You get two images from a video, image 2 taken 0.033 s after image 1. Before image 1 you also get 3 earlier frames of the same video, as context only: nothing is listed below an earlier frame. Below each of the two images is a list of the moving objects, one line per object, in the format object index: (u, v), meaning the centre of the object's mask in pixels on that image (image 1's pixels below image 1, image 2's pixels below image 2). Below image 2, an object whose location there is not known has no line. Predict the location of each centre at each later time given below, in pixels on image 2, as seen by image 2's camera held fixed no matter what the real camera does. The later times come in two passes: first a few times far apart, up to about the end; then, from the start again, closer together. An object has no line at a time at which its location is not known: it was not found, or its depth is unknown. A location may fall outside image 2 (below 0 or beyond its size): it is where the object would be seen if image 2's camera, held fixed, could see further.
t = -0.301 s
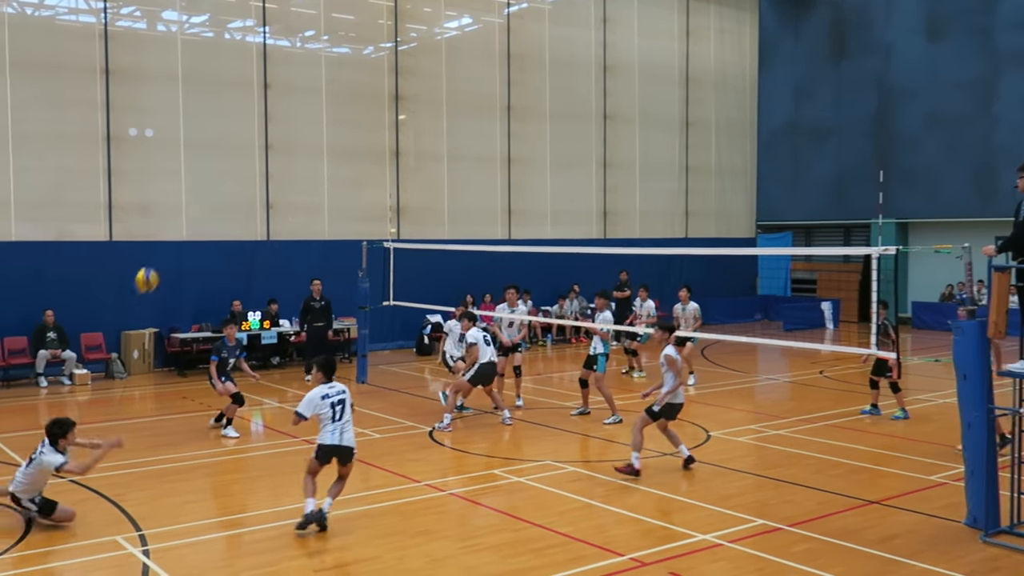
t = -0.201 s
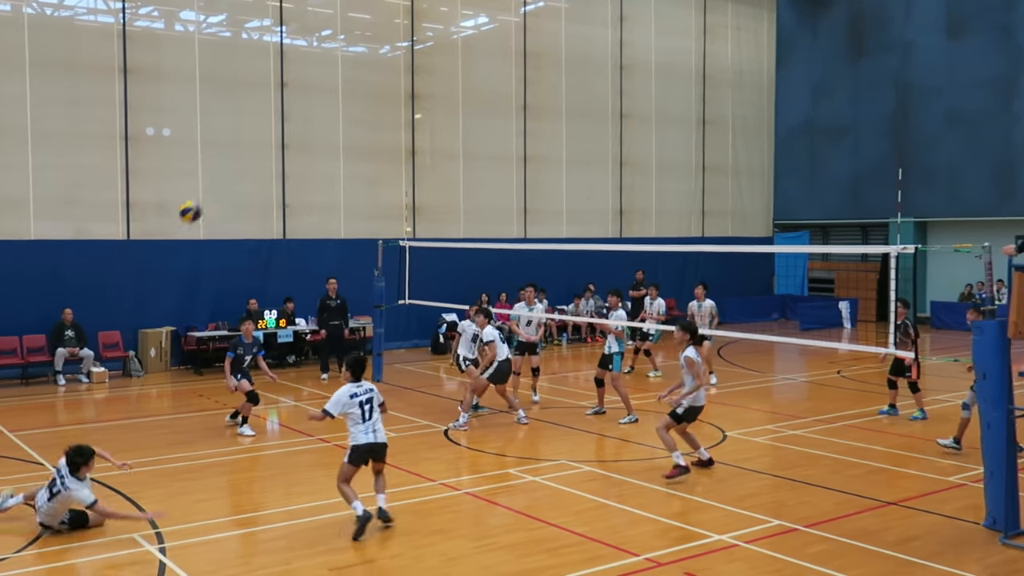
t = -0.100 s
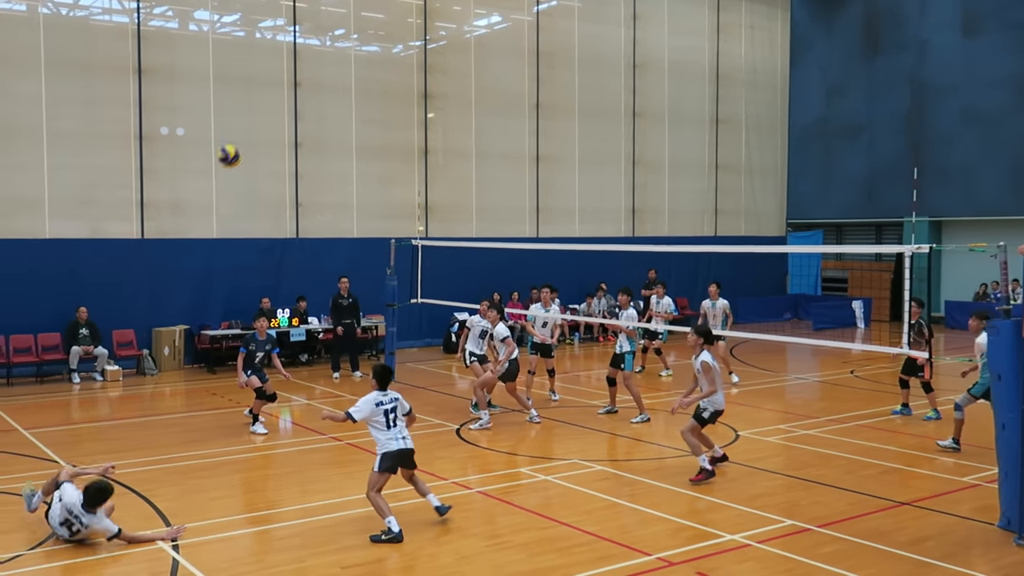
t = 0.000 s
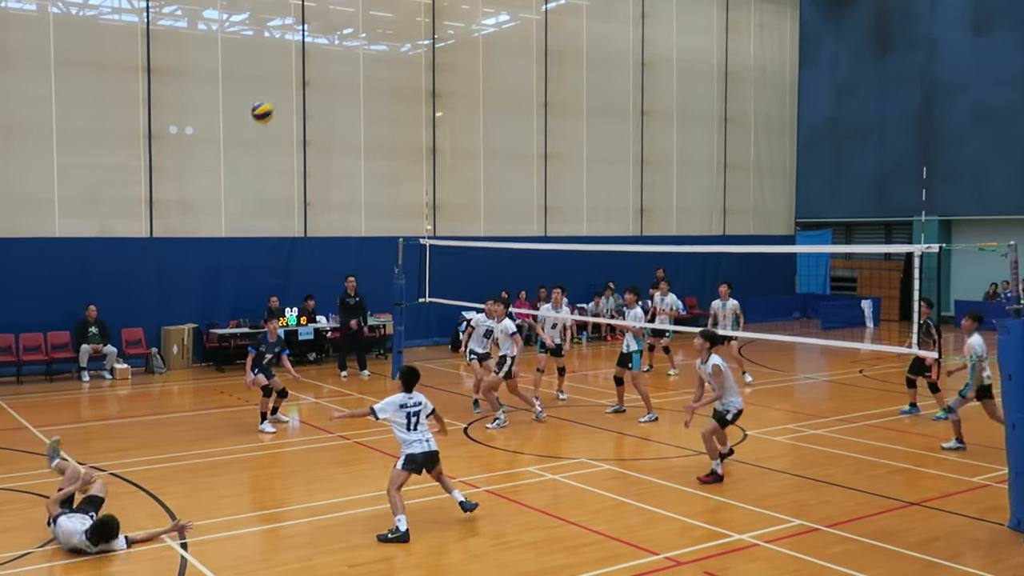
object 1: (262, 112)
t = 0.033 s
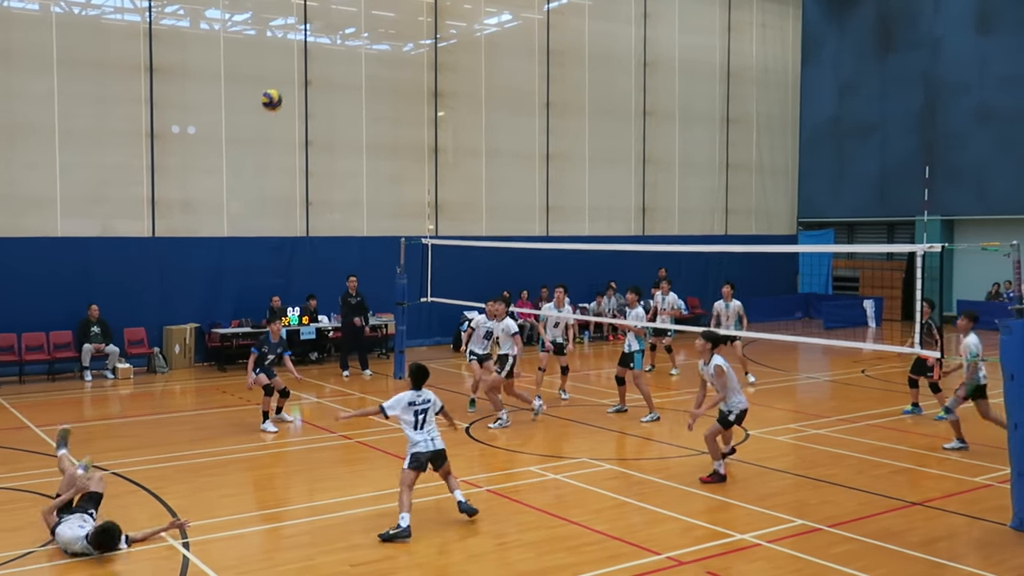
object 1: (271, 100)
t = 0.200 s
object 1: (308, 59)
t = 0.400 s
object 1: (348, 47)
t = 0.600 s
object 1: (386, 73)
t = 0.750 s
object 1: (412, 115)
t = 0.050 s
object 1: (275, 95)
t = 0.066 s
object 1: (279, 89)
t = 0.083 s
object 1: (283, 85)
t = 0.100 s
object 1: (287, 81)
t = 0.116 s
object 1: (291, 76)
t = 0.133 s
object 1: (294, 72)
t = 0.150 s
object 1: (297, 68)
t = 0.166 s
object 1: (301, 65)
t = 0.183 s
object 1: (305, 62)
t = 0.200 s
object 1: (308, 59)
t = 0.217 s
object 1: (311, 57)
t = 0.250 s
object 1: (318, 54)
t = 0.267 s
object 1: (322, 51)
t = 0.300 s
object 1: (329, 49)
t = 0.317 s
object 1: (332, 49)
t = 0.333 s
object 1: (335, 47)
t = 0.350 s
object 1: (338, 47)
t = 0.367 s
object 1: (342, 47)
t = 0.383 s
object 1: (345, 47)
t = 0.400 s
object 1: (348, 47)
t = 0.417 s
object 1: (352, 48)
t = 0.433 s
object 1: (355, 50)
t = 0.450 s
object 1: (358, 52)
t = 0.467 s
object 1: (361, 52)
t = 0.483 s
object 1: (364, 55)
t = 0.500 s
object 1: (367, 57)
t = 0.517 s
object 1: (370, 58)
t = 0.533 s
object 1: (373, 61)
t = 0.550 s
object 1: (376, 63)
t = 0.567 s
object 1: (380, 67)
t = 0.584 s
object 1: (383, 70)
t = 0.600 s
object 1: (386, 73)
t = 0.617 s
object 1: (388, 77)
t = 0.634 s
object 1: (392, 81)
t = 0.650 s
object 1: (394, 85)
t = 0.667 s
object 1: (398, 90)
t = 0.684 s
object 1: (400, 94)
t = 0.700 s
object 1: (403, 99)
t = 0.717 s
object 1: (406, 104)
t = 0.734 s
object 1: (409, 110)
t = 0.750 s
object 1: (412, 115)
